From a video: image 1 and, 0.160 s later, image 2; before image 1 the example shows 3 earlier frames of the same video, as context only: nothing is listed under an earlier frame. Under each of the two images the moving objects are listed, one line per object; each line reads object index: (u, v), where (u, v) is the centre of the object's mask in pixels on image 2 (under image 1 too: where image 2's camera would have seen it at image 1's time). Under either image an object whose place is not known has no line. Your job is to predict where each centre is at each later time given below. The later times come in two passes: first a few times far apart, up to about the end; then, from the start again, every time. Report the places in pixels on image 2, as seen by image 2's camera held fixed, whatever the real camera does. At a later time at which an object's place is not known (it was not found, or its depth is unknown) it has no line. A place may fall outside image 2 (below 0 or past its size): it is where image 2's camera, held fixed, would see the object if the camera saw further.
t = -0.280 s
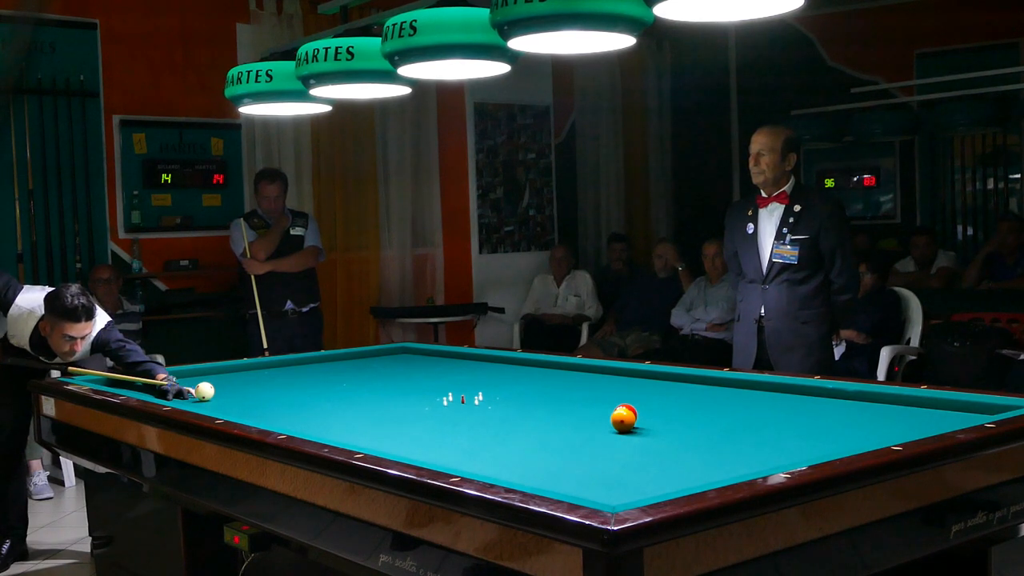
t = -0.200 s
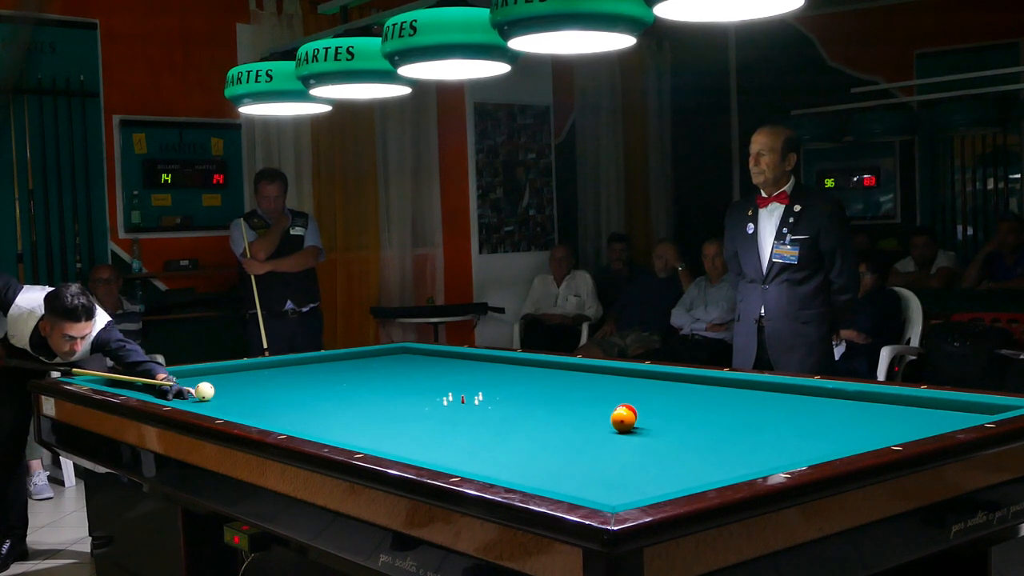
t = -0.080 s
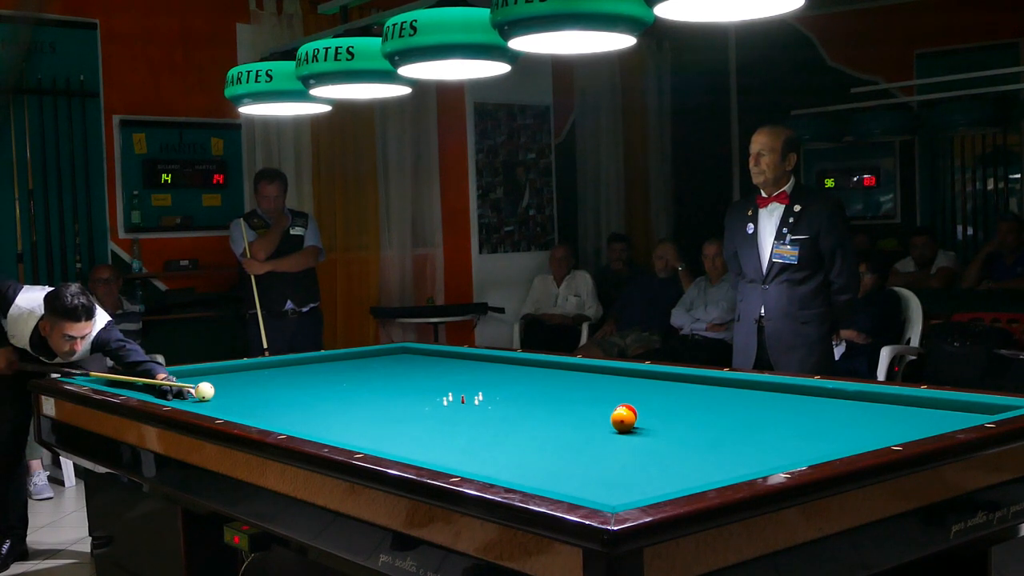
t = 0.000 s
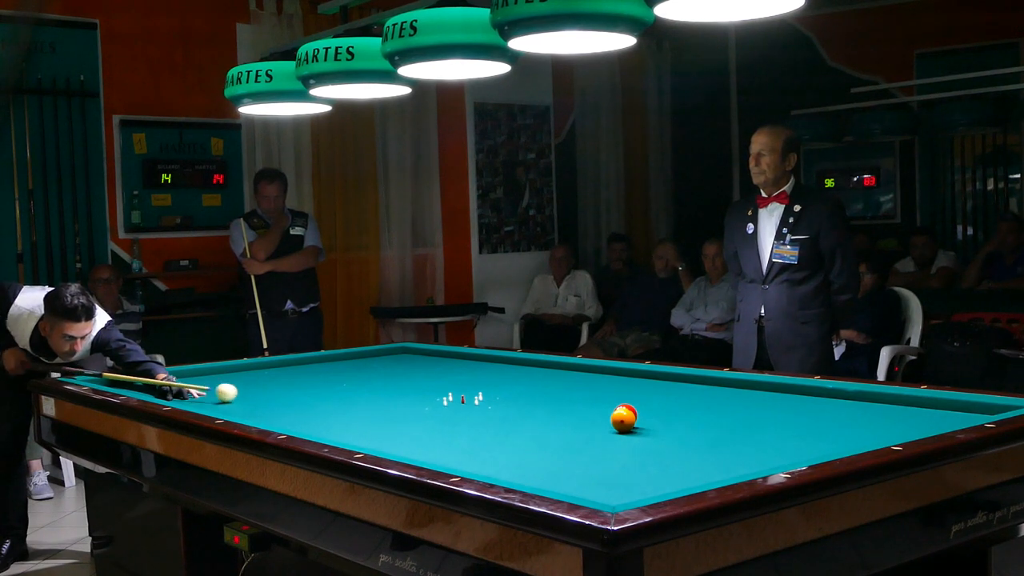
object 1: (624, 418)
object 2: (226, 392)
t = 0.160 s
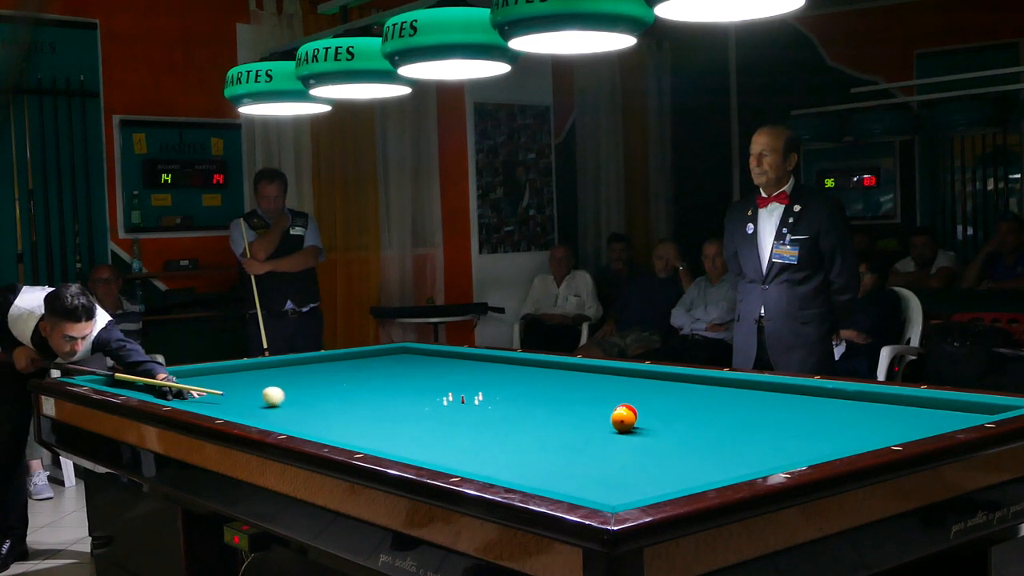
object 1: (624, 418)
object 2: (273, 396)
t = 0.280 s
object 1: (624, 418)
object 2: (310, 399)
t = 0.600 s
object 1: (624, 418)
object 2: (419, 407)
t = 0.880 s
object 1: (624, 418)
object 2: (528, 415)
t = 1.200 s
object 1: (658, 419)
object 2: (630, 429)
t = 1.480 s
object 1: (704, 418)
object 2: (698, 446)
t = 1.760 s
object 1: (749, 416)
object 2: (771, 460)
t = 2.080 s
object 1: (800, 415)
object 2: (665, 461)
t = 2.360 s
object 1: (842, 415)
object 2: (586, 458)
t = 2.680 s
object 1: (890, 413)
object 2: (502, 455)
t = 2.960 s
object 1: (930, 413)
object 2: (434, 451)
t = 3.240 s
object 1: (968, 411)
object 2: (380, 444)
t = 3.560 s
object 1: (1010, 406)
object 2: (367, 437)
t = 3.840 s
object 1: (1006, 405)
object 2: (357, 432)
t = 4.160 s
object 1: (991, 407)
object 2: (347, 424)
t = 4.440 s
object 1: (979, 408)
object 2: (340, 418)
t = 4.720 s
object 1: (969, 409)
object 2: (333, 413)
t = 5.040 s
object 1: (960, 410)
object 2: (326, 407)
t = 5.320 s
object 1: (952, 411)
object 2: (320, 403)
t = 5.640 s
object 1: (946, 411)
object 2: (315, 398)
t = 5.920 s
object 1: (942, 411)
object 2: (310, 395)
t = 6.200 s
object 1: (939, 411)
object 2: (307, 391)
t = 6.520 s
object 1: (938, 411)
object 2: (303, 388)
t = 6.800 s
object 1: (938, 411)
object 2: (300, 385)
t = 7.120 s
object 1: (938, 411)
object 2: (296, 382)
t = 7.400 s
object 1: (938, 411)
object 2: (293, 380)
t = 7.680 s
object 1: (938, 411)
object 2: (290, 378)
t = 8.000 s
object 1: (938, 411)
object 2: (288, 376)
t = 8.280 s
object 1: (938, 411)
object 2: (286, 373)
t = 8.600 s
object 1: (938, 411)
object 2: (283, 372)
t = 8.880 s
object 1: (938, 411)
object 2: (281, 370)
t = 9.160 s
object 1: (938, 411)
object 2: (279, 369)
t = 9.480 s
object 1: (938, 411)
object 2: (277, 367)
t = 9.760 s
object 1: (938, 411)
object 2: (275, 366)
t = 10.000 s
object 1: (938, 411)
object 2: (273, 366)
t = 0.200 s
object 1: (624, 418)
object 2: (286, 397)
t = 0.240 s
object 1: (624, 418)
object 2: (298, 397)
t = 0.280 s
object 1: (624, 418)
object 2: (310, 399)
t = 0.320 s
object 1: (624, 418)
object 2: (323, 400)
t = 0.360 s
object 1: (624, 418)
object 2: (336, 401)
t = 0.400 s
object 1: (624, 418)
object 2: (349, 402)
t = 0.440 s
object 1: (624, 418)
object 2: (363, 403)
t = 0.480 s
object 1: (624, 418)
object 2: (376, 404)
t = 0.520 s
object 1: (624, 418)
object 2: (390, 404)
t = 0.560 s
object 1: (624, 418)
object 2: (404, 406)
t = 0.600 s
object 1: (624, 418)
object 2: (419, 407)
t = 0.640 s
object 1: (624, 418)
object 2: (433, 408)
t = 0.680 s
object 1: (624, 418)
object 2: (449, 409)
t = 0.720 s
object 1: (624, 418)
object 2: (464, 410)
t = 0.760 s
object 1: (624, 418)
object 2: (480, 411)
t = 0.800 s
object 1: (624, 418)
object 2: (495, 413)
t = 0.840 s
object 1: (624, 418)
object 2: (511, 414)
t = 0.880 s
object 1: (624, 418)
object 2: (528, 415)
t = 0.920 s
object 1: (624, 418)
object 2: (545, 416)
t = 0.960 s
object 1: (624, 418)
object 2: (561, 417)
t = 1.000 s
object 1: (624, 418)
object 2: (578, 419)
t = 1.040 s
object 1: (624, 418)
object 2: (596, 420)
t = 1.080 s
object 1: (631, 419)
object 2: (605, 423)
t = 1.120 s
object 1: (641, 419)
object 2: (613, 425)
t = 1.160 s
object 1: (650, 419)
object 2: (621, 427)
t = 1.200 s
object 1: (658, 419)
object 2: (630, 429)
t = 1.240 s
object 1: (665, 419)
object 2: (639, 432)
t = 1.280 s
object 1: (671, 418)
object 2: (648, 434)
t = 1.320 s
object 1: (678, 418)
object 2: (658, 436)
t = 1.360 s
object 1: (685, 418)
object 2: (667, 439)
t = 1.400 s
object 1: (691, 418)
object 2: (677, 441)
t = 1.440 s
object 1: (698, 418)
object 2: (688, 444)
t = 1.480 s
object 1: (704, 418)
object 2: (698, 446)
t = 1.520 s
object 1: (711, 417)
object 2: (709, 449)
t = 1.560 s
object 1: (717, 417)
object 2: (720, 452)
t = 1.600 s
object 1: (724, 417)
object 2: (731, 455)
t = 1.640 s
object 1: (730, 417)
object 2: (743, 458)
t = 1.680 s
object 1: (737, 417)
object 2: (755, 459)
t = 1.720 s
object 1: (743, 417)
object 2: (766, 460)
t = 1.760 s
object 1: (749, 416)
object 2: (771, 460)
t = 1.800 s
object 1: (756, 416)
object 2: (755, 461)
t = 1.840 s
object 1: (762, 416)
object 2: (740, 462)
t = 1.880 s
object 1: (768, 416)
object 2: (726, 463)
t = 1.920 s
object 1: (775, 416)
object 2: (713, 463)
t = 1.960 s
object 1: (781, 416)
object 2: (701, 462)
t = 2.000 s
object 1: (787, 416)
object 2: (689, 462)
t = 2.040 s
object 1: (793, 416)
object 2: (677, 462)
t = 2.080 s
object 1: (800, 415)
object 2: (665, 461)
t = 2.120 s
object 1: (806, 415)
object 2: (654, 461)
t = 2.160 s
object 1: (812, 415)
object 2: (642, 461)
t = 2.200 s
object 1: (818, 415)
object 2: (631, 460)
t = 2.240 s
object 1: (824, 415)
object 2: (619, 459)
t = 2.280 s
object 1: (830, 415)
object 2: (608, 459)
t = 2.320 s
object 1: (836, 415)
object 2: (597, 459)
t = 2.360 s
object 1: (842, 415)
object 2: (586, 458)
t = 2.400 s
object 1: (848, 415)
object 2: (575, 458)
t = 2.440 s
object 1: (854, 414)
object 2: (564, 457)
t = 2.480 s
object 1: (860, 414)
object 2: (553, 457)
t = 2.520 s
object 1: (866, 414)
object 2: (543, 456)
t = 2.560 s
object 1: (872, 414)
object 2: (532, 456)
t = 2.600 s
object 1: (878, 414)
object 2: (522, 456)
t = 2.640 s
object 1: (884, 414)
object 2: (512, 455)
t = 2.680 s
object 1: (890, 413)
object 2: (502, 455)
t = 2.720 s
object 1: (895, 413)
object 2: (491, 454)
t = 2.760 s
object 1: (901, 413)
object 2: (482, 454)
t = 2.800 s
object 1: (907, 413)
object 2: (472, 454)
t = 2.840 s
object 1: (913, 413)
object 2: (462, 453)
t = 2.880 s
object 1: (918, 413)
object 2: (453, 452)
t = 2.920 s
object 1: (924, 413)
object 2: (443, 452)
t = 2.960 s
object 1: (930, 413)
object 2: (434, 451)
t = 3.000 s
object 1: (935, 412)
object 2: (424, 450)
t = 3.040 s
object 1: (941, 412)
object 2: (415, 449)
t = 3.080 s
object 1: (946, 412)
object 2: (407, 448)
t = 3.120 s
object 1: (952, 412)
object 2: (398, 447)
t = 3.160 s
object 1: (957, 412)
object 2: (389, 446)
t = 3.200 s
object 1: (963, 411)
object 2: (381, 445)
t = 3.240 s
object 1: (968, 411)
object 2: (380, 444)
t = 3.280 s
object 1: (973, 410)
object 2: (379, 443)
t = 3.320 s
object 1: (979, 409)
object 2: (377, 442)
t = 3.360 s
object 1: (984, 409)
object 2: (375, 441)
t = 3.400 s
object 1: (989, 408)
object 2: (374, 440)
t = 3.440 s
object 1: (994, 408)
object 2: (372, 440)
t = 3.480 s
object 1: (999, 407)
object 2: (370, 439)
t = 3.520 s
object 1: (1005, 407)
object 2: (369, 438)
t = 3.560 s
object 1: (1010, 406)
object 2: (367, 437)
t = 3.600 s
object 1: (1012, 406)
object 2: (366, 437)
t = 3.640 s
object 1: (1011, 405)
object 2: (364, 436)
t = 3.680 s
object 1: (1011, 405)
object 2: (363, 435)
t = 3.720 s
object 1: (1011, 405)
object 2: (361, 434)
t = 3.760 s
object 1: (1010, 405)
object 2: (360, 434)
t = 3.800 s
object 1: (1008, 405)
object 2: (359, 433)
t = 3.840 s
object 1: (1006, 405)
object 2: (357, 432)
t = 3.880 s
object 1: (1004, 406)
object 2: (356, 431)
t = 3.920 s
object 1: (1002, 406)
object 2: (355, 430)
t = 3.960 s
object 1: (1000, 406)
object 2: (353, 429)
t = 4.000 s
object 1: (998, 406)
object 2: (352, 428)
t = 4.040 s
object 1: (996, 407)
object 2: (351, 427)
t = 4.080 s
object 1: (995, 407)
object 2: (350, 426)
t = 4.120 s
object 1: (993, 407)
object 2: (349, 425)
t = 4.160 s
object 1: (991, 407)
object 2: (347, 424)
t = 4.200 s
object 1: (989, 407)
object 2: (346, 423)
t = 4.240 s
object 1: (988, 407)
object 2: (345, 423)
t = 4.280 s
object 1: (986, 408)
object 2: (344, 421)
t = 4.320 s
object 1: (984, 408)
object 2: (343, 420)
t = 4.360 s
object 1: (983, 408)
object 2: (342, 420)
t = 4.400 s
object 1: (981, 408)
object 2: (341, 419)
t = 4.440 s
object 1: (979, 408)
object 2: (340, 418)
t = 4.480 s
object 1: (978, 408)
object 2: (339, 417)
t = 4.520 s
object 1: (977, 409)
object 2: (338, 417)
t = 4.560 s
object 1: (975, 409)
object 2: (337, 416)
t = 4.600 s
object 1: (974, 409)
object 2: (336, 415)
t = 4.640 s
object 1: (972, 409)
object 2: (335, 415)
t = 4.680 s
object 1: (971, 409)
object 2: (334, 413)
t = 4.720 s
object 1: (969, 409)
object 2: (333, 413)
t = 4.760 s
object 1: (968, 409)
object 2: (332, 412)
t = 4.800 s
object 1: (967, 410)
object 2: (331, 411)
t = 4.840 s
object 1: (966, 410)
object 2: (330, 410)
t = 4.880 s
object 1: (964, 410)
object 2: (329, 410)
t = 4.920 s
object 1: (963, 410)
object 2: (328, 409)
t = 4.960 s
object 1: (962, 410)
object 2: (327, 409)
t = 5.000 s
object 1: (961, 410)
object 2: (326, 408)
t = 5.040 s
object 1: (960, 410)
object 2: (326, 407)
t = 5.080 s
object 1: (959, 410)
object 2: (325, 407)
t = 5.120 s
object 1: (957, 410)
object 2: (324, 406)
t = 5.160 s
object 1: (956, 410)
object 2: (323, 405)
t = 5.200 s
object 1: (955, 410)
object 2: (322, 405)
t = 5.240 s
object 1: (954, 411)
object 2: (321, 404)
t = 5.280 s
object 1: (953, 410)
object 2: (321, 403)
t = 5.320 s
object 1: (952, 411)
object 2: (320, 403)
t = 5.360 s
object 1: (952, 410)
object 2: (319, 402)
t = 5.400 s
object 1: (951, 411)
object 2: (319, 402)
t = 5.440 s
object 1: (950, 411)
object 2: (318, 401)
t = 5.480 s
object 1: (949, 411)
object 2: (317, 401)
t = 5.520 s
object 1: (948, 411)
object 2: (317, 400)
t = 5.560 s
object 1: (947, 411)
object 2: (316, 400)
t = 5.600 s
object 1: (947, 411)
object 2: (315, 399)
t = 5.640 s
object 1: (946, 411)
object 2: (315, 398)
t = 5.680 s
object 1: (945, 411)
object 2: (314, 398)
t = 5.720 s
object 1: (945, 411)
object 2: (313, 397)
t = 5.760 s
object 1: (944, 411)
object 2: (312, 397)
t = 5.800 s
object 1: (943, 411)
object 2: (312, 396)
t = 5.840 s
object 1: (943, 411)
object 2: (311, 396)
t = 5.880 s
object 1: (942, 411)
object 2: (311, 395)
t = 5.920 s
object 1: (942, 411)
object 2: (310, 395)
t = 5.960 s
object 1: (941, 411)
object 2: (310, 394)
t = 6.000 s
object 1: (941, 411)
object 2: (309, 394)
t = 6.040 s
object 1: (940, 411)
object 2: (309, 393)
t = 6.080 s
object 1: (940, 411)
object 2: (308, 393)
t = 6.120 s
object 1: (940, 411)
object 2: (308, 392)
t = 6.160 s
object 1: (940, 411)
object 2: (307, 392)
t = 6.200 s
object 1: (939, 411)
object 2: (307, 391)
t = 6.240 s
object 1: (939, 411)
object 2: (306, 391)
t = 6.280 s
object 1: (939, 411)
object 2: (306, 391)
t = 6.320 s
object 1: (938, 411)
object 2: (305, 390)
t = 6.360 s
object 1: (938, 411)
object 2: (305, 389)
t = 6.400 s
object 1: (938, 411)
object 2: (304, 389)
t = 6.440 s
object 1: (938, 411)
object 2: (304, 389)
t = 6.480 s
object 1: (938, 411)
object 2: (303, 388)
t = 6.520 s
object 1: (938, 411)
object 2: (303, 388)
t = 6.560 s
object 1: (938, 411)
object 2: (302, 387)
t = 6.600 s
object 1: (938, 411)
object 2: (302, 387)
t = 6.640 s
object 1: (938, 411)
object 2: (301, 387)
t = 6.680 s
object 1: (938, 411)
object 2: (301, 386)
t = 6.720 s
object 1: (938, 411)
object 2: (301, 386)
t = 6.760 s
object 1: (938, 411)
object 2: (300, 385)
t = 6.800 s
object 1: (938, 411)
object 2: (300, 385)
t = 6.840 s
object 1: (938, 411)
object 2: (299, 385)
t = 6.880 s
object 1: (938, 411)
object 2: (299, 384)
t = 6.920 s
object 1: (938, 411)
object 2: (298, 384)
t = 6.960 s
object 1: (938, 411)
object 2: (298, 384)
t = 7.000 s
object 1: (938, 411)
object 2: (298, 383)
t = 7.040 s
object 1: (938, 411)
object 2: (297, 383)
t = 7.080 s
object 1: (938, 411)
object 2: (297, 383)
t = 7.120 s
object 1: (938, 411)
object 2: (296, 382)
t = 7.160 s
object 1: (938, 411)
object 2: (296, 382)
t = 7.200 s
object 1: (938, 411)
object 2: (295, 382)
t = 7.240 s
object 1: (938, 411)
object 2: (295, 381)
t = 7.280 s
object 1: (938, 411)
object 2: (294, 381)
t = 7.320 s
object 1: (938, 411)
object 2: (294, 381)
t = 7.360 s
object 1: (938, 411)
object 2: (294, 380)
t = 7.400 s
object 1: (938, 411)
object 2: (293, 380)
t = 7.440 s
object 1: (938, 411)
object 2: (293, 380)
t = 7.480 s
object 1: (938, 411)
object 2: (293, 379)
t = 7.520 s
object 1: (938, 411)
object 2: (292, 379)
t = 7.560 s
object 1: (938, 411)
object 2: (291, 379)
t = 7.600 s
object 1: (938, 411)
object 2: (291, 379)
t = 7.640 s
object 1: (938, 411)
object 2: (291, 378)
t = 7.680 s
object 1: (938, 411)
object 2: (290, 378)
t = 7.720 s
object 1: (938, 411)
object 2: (290, 378)
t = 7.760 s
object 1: (938, 411)
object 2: (290, 377)
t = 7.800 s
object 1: (938, 411)
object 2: (289, 377)
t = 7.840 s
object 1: (938, 411)
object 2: (289, 377)
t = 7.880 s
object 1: (938, 411)
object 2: (289, 377)
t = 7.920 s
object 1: (938, 411)
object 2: (288, 376)
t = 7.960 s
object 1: (938, 411)
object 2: (288, 376)
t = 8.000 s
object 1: (938, 411)
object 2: (288, 376)
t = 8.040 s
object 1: (938, 411)
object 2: (288, 375)
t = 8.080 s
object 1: (938, 411)
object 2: (287, 375)
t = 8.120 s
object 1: (938, 411)
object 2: (287, 375)
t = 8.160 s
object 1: (938, 411)
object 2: (287, 375)
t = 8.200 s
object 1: (938, 411)
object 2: (287, 374)
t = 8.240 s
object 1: (938, 411)
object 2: (286, 374)
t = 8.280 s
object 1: (938, 411)
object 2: (286, 373)
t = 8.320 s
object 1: (938, 411)
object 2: (285, 374)
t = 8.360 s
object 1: (938, 411)
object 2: (285, 373)
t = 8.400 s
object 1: (938, 411)
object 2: (285, 373)
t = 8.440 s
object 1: (938, 411)
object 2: (284, 373)
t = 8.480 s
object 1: (938, 411)
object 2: (284, 373)
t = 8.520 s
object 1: (938, 411)
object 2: (284, 372)
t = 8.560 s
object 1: (938, 411)
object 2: (284, 372)
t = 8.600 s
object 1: (938, 411)
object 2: (283, 372)
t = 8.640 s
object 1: (938, 411)
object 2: (283, 372)
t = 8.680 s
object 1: (938, 411)
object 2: (283, 371)
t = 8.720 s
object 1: (938, 411)
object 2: (283, 371)
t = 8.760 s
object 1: (938, 411)
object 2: (282, 371)
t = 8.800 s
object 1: (938, 411)
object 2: (282, 370)
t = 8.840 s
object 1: (938, 411)
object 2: (282, 370)
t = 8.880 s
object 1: (938, 411)
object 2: (281, 370)
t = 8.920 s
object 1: (938, 411)
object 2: (281, 370)
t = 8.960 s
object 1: (938, 411)
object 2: (280, 370)
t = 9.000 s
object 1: (938, 411)
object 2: (280, 370)
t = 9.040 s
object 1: (938, 411)
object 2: (280, 370)
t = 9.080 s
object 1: (938, 411)
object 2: (280, 369)
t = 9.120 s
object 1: (938, 411)
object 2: (279, 369)
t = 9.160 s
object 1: (938, 411)
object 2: (279, 369)
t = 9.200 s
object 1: (938, 411)
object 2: (279, 369)
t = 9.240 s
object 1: (938, 411)
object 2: (278, 369)
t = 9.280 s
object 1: (938, 411)
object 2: (278, 369)
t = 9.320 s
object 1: (938, 411)
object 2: (277, 368)
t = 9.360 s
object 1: (938, 411)
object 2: (277, 368)
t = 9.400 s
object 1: (938, 411)
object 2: (277, 368)
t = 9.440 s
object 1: (938, 411)
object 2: (277, 368)
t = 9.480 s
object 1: (938, 411)
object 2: (277, 367)
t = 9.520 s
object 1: (938, 411)
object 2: (276, 367)
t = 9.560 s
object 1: (938, 411)
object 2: (276, 367)
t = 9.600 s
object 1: (938, 411)
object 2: (276, 367)
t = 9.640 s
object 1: (938, 411)
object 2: (275, 367)
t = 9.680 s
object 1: (938, 411)
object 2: (275, 367)
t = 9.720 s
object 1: (938, 411)
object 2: (275, 367)
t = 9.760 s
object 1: (938, 411)
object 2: (275, 366)
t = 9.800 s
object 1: (938, 411)
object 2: (275, 366)
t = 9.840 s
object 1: (938, 411)
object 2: (274, 366)
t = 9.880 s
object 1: (938, 411)
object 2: (274, 366)
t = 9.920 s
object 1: (938, 411)
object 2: (274, 366)
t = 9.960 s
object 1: (938, 411)
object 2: (274, 366)
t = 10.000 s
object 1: (938, 411)
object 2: (273, 366)
